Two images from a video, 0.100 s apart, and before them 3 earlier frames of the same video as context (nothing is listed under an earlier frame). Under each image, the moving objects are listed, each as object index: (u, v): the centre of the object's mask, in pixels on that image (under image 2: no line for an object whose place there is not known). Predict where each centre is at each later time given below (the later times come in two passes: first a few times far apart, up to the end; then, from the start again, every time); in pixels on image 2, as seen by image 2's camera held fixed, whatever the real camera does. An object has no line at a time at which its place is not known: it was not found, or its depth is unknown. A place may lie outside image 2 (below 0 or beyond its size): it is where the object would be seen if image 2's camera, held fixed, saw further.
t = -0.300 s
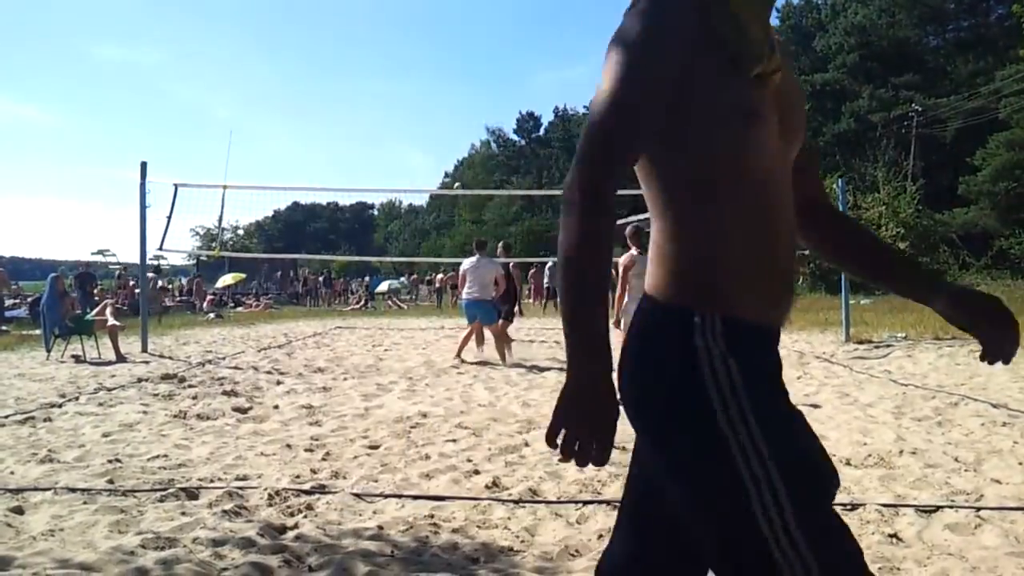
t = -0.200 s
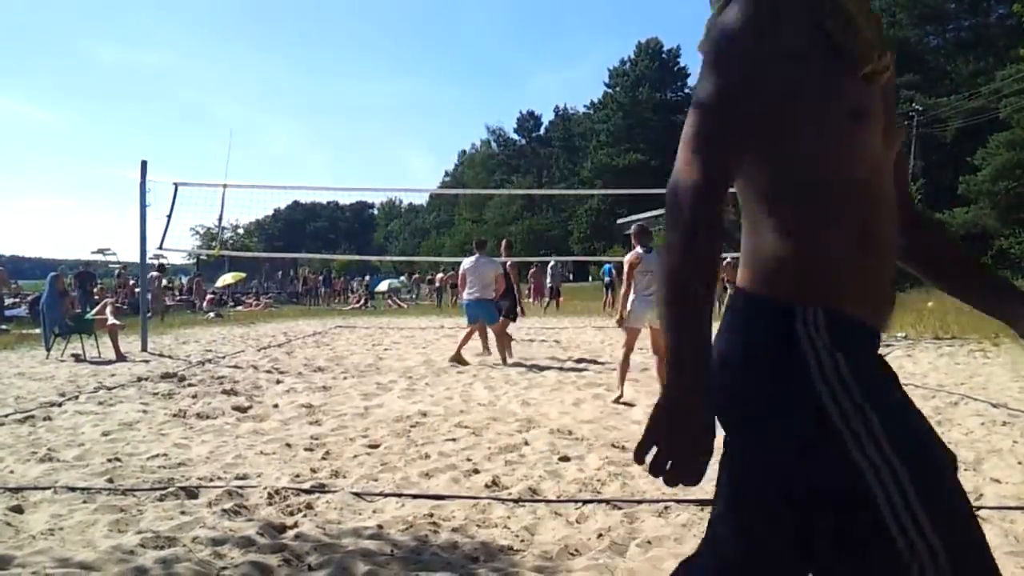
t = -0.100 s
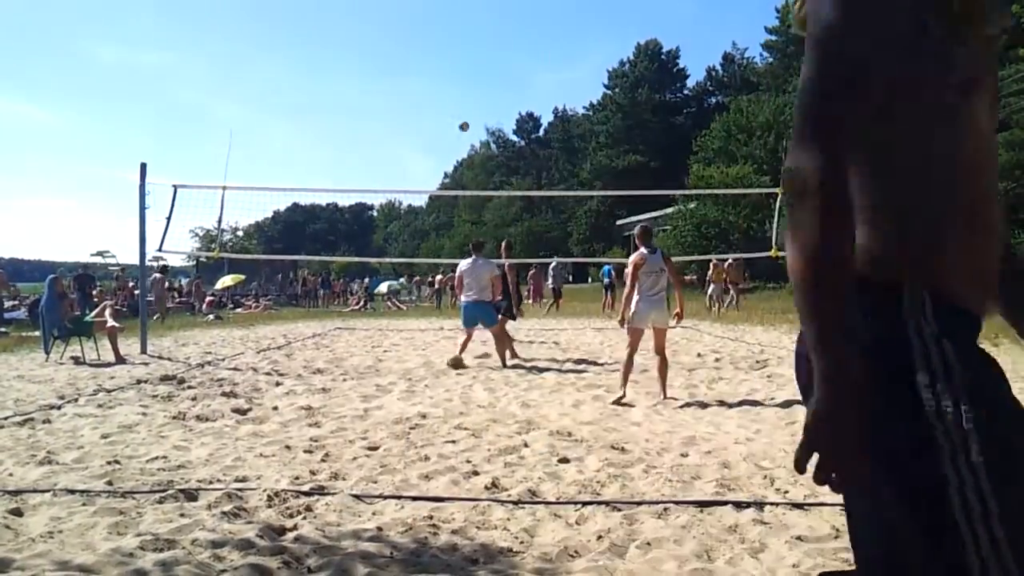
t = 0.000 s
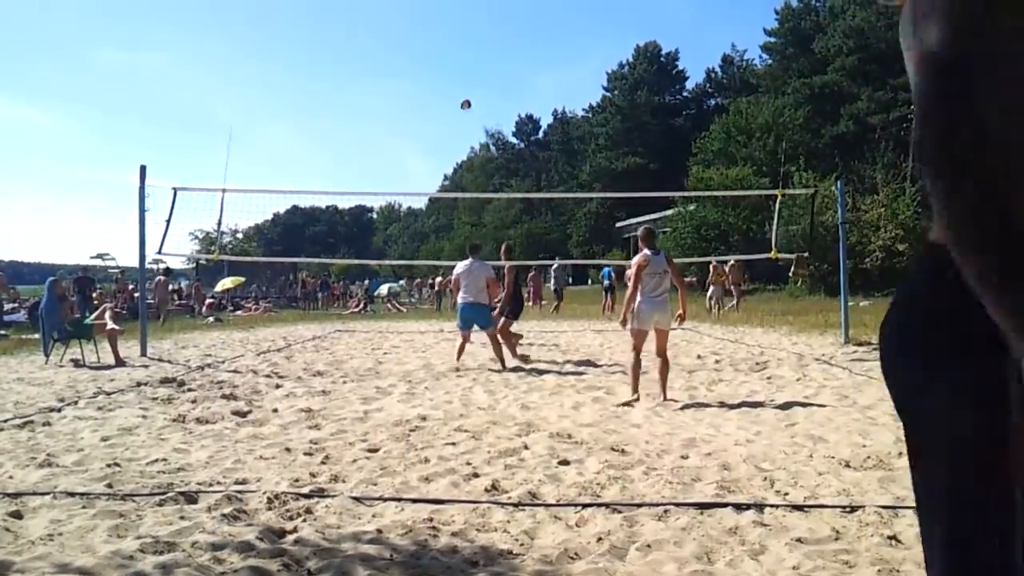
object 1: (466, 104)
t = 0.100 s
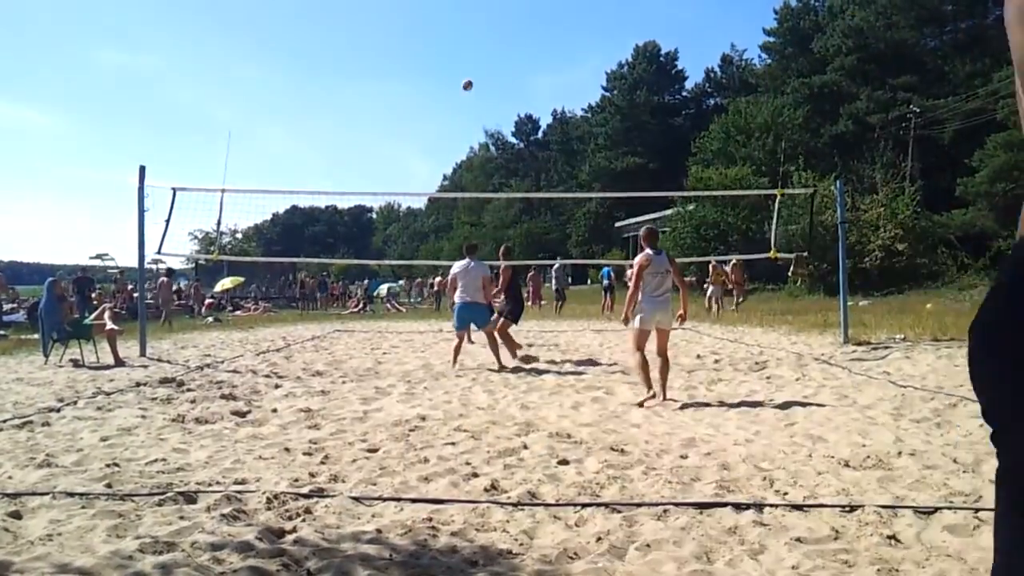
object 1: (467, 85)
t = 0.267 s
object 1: (471, 63)
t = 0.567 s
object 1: (479, 61)
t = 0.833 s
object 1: (487, 102)
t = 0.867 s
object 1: (489, 111)
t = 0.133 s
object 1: (467, 79)
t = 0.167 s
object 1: (468, 75)
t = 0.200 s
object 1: (470, 70)
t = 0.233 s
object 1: (470, 67)
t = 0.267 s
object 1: (471, 63)
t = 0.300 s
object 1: (472, 61)
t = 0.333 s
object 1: (473, 58)
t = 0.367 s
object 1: (474, 57)
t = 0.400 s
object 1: (475, 56)
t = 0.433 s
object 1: (476, 56)
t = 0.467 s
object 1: (477, 56)
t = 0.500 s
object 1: (478, 57)
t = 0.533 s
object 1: (479, 59)
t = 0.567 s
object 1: (479, 61)
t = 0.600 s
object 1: (480, 64)
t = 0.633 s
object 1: (481, 68)
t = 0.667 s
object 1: (482, 72)
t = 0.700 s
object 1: (484, 77)
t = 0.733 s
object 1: (485, 82)
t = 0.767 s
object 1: (486, 88)
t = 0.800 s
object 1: (487, 95)
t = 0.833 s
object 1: (487, 102)
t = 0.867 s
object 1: (489, 111)
